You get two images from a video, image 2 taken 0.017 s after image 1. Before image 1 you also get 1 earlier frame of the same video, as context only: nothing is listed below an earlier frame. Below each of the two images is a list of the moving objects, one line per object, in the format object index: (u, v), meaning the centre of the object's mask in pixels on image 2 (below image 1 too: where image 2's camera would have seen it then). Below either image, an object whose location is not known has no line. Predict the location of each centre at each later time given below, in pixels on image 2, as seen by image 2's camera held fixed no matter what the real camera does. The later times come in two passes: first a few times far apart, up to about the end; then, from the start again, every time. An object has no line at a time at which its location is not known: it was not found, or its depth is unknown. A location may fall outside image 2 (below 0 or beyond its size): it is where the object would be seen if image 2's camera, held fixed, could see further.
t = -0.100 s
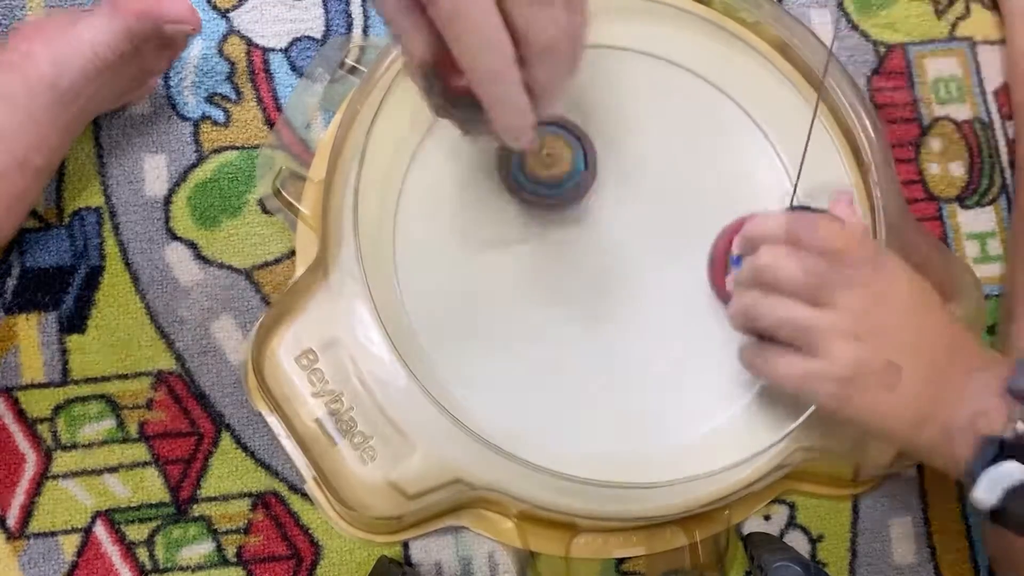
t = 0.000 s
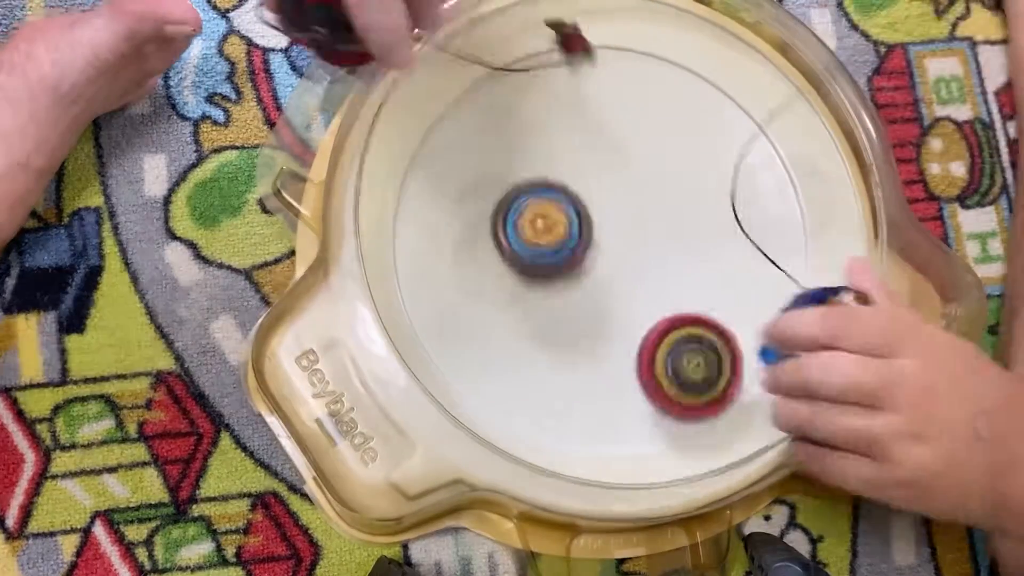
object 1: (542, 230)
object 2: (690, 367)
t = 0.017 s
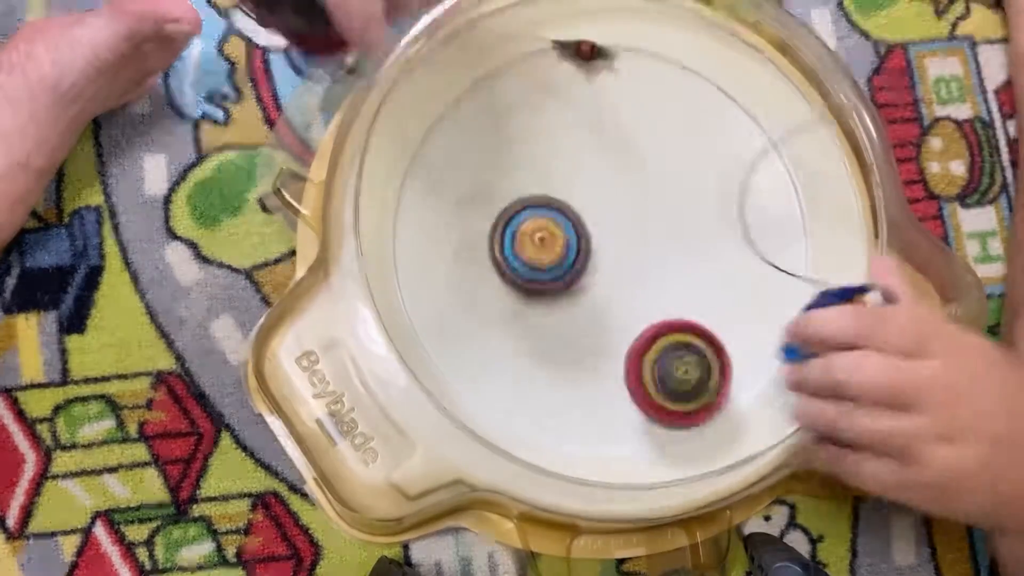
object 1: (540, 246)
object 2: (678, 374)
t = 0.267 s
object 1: (518, 315)
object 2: (689, 453)
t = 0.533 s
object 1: (592, 259)
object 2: (782, 177)
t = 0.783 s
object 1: (457, 240)
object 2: (515, 17)
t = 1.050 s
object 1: (660, 328)
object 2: (539, 192)
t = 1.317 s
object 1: (785, 112)
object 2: (438, 191)
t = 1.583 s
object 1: (452, 133)
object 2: (553, 340)
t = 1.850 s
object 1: (642, 460)
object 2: (703, 179)
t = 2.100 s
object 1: (821, 190)
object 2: (584, 46)
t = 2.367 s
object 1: (505, 36)
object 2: (462, 216)
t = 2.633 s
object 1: (501, 412)
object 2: (666, 331)
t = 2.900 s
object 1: (824, 248)
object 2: (763, 133)
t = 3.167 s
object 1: (646, 121)
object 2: (527, 69)
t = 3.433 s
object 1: (673, 344)
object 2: (455, 386)
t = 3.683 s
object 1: (826, 246)
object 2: (803, 356)
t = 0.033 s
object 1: (537, 265)
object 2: (665, 381)
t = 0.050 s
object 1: (535, 284)
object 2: (651, 389)
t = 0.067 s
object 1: (540, 302)
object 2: (638, 394)
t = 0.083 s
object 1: (544, 318)
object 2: (628, 395)
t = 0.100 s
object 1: (543, 318)
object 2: (628, 408)
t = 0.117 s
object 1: (536, 313)
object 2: (635, 418)
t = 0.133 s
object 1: (529, 308)
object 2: (641, 427)
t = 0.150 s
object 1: (521, 305)
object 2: (645, 435)
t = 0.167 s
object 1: (517, 302)
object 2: (649, 446)
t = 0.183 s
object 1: (516, 300)
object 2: (654, 452)
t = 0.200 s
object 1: (516, 300)
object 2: (661, 455)
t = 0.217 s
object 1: (516, 303)
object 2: (668, 457)
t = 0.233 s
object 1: (515, 307)
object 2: (674, 458)
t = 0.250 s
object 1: (515, 310)
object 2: (681, 456)
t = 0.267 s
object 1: (518, 315)
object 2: (689, 453)
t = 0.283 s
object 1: (521, 320)
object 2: (697, 447)
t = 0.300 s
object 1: (525, 325)
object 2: (706, 441)
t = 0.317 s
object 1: (530, 329)
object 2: (714, 432)
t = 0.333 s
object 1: (537, 333)
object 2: (723, 421)
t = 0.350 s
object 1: (544, 335)
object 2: (732, 410)
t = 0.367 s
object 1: (551, 336)
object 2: (742, 396)
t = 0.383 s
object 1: (559, 336)
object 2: (750, 381)
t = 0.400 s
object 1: (568, 333)
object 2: (756, 364)
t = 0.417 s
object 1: (577, 329)
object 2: (763, 345)
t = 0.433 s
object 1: (584, 323)
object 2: (769, 323)
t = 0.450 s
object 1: (589, 314)
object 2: (775, 300)
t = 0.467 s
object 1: (594, 304)
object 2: (779, 277)
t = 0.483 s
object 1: (596, 294)
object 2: (783, 252)
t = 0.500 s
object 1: (597, 282)
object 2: (786, 227)
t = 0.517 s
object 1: (596, 271)
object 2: (787, 202)
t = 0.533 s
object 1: (592, 259)
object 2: (782, 177)
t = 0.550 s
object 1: (588, 247)
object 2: (774, 155)
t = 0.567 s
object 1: (582, 236)
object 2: (765, 131)
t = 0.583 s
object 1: (574, 227)
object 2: (753, 107)
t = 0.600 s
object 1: (565, 217)
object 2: (740, 85)
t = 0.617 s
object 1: (555, 210)
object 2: (725, 64)
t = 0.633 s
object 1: (544, 204)
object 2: (708, 45)
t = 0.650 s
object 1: (534, 201)
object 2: (685, 35)
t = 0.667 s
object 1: (521, 198)
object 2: (661, 29)
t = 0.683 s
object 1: (509, 197)
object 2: (635, 24)
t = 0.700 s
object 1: (498, 199)
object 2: (609, 19)
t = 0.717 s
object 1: (488, 203)
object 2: (581, 15)
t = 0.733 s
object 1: (477, 210)
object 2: (555, 13)
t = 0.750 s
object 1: (469, 219)
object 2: (526, 11)
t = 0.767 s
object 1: (461, 229)
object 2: (513, 14)
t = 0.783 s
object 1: (457, 240)
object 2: (515, 17)
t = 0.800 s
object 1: (455, 254)
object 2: (517, 22)
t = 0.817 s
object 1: (456, 268)
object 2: (518, 28)
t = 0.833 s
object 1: (459, 280)
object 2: (521, 33)
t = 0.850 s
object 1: (464, 293)
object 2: (523, 41)
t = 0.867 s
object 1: (474, 304)
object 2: (525, 51)
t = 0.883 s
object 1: (485, 313)
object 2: (529, 69)
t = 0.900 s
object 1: (497, 320)
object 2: (532, 87)
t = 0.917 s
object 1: (511, 324)
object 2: (535, 103)
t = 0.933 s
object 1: (526, 327)
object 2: (539, 123)
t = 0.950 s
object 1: (543, 326)
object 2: (542, 141)
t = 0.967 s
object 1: (561, 323)
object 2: (547, 161)
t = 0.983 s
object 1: (578, 317)
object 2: (550, 180)
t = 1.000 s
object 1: (595, 308)
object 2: (553, 199)
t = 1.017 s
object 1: (613, 304)
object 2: (554, 212)
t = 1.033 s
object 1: (636, 317)
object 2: (546, 202)
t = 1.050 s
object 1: (660, 328)
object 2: (539, 192)
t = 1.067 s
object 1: (684, 334)
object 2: (531, 183)
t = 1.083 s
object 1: (705, 337)
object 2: (523, 175)
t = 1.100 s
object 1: (725, 336)
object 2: (516, 169)
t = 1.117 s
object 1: (744, 330)
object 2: (508, 163)
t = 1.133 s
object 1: (762, 322)
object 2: (501, 159)
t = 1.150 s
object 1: (778, 310)
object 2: (494, 156)
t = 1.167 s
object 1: (791, 294)
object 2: (487, 154)
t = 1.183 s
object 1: (801, 274)
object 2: (480, 154)
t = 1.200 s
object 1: (810, 253)
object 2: (473, 155)
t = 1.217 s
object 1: (815, 233)
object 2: (467, 157)
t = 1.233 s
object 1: (816, 209)
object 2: (461, 159)
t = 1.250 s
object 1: (815, 187)
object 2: (456, 164)
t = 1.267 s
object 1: (812, 167)
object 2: (451, 169)
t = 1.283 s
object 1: (806, 147)
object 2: (446, 176)
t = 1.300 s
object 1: (797, 129)
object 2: (441, 183)
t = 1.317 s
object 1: (785, 112)
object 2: (438, 191)
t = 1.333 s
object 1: (770, 95)
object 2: (435, 201)
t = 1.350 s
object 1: (755, 80)
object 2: (433, 211)
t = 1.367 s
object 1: (738, 67)
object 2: (431, 223)
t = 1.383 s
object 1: (720, 57)
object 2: (431, 235)
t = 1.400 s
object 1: (698, 49)
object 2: (432, 248)
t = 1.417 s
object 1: (675, 44)
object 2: (435, 262)
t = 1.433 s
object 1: (652, 43)
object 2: (440, 275)
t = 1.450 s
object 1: (626, 41)
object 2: (447, 287)
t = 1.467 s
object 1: (600, 43)
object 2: (455, 299)
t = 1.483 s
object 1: (573, 44)
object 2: (465, 309)
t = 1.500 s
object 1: (546, 49)
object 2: (478, 318)
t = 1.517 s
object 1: (521, 59)
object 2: (492, 326)
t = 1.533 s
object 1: (502, 72)
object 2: (507, 332)
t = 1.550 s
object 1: (483, 89)
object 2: (522, 336)
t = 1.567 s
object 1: (466, 110)
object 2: (537, 339)
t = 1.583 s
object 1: (452, 133)
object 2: (553, 340)
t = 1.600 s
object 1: (440, 157)
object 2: (570, 338)
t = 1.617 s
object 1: (432, 184)
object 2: (585, 335)
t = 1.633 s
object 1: (429, 211)
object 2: (601, 330)
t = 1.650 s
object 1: (427, 239)
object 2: (615, 324)
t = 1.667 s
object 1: (429, 267)
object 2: (629, 316)
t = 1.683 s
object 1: (436, 295)
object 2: (641, 307)
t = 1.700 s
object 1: (445, 321)
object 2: (654, 297)
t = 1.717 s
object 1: (457, 347)
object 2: (665, 286)
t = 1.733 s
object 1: (475, 372)
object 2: (674, 274)
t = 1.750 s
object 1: (495, 393)
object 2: (682, 262)
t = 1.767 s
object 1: (516, 413)
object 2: (689, 249)
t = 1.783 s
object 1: (542, 428)
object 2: (694, 235)
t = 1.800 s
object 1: (568, 443)
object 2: (699, 220)
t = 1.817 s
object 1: (593, 454)
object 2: (701, 207)
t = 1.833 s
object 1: (618, 461)
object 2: (703, 193)
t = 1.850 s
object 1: (642, 460)
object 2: (703, 179)
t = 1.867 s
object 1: (668, 455)
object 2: (701, 166)
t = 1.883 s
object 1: (692, 448)
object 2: (699, 152)
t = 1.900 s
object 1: (715, 438)
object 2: (696, 140)
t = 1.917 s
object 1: (738, 425)
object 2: (691, 127)
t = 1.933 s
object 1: (757, 409)
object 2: (686, 115)
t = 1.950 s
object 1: (775, 393)
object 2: (679, 104)
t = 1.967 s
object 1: (793, 374)
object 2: (672, 93)
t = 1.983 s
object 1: (805, 353)
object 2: (663, 83)
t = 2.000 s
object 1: (815, 331)
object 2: (654, 74)
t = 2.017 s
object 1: (823, 309)
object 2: (644, 66)
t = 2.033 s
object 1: (828, 287)
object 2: (633, 59)
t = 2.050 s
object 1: (828, 262)
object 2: (622, 53)
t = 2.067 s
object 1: (829, 237)
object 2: (610, 48)
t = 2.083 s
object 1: (826, 213)
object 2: (597, 46)
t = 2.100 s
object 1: (821, 190)
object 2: (584, 46)
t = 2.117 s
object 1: (813, 167)
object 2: (571, 47)
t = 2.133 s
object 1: (802, 146)
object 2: (557, 51)
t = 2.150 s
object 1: (790, 122)
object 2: (544, 56)
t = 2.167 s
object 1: (775, 102)
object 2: (531, 62)
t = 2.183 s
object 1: (759, 83)
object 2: (519, 69)
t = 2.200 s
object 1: (740, 65)
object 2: (507, 77)
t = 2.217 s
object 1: (720, 52)
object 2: (496, 86)
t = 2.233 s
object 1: (698, 41)
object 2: (486, 96)
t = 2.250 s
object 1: (675, 35)
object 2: (477, 108)
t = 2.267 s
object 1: (651, 31)
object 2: (470, 122)
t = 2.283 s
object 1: (627, 28)
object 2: (465, 137)
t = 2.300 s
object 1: (602, 27)
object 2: (461, 152)
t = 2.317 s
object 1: (577, 27)
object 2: (458, 168)
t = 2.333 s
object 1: (552, 28)
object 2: (458, 184)
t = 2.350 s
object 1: (528, 32)
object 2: (459, 200)
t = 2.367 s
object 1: (505, 36)
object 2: (462, 216)
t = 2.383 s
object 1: (486, 44)
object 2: (468, 232)
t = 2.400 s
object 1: (465, 57)
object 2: (474, 248)
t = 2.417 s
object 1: (450, 78)
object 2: (483, 263)
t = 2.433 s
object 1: (435, 99)
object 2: (493, 276)
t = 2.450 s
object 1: (422, 121)
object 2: (504, 288)
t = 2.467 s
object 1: (411, 145)
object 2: (517, 299)
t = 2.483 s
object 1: (405, 170)
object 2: (530, 309)
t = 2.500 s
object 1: (400, 198)
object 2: (545, 317)
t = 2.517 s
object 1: (400, 226)
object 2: (560, 325)
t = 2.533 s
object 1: (402, 257)
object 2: (574, 330)
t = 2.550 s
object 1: (408, 288)
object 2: (590, 334)
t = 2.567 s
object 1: (420, 316)
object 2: (605, 336)
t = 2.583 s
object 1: (436, 342)
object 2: (620, 337)
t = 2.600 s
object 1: (455, 366)
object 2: (636, 336)
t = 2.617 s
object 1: (475, 392)
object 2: (651, 334)
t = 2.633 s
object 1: (501, 412)
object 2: (666, 331)
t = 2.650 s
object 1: (529, 426)
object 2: (680, 327)
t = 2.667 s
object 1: (559, 436)
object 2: (694, 321)
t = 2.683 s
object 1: (590, 442)
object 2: (706, 314)
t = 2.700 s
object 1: (621, 443)
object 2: (718, 306)
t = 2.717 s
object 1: (652, 441)
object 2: (728, 297)
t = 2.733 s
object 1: (681, 432)
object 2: (738, 287)
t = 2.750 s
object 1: (708, 419)
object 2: (747, 276)
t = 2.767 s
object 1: (733, 402)
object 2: (754, 265)
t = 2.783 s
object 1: (756, 385)
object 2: (761, 254)
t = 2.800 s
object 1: (775, 364)
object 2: (766, 242)
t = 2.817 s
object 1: (790, 340)
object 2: (770, 229)
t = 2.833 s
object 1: (802, 314)
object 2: (772, 217)
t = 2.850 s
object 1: (809, 288)
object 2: (772, 202)
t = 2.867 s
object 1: (815, 271)
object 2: (771, 181)
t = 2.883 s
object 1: (820, 259)
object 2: (768, 156)
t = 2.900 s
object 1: (824, 248)
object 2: (763, 133)
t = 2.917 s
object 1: (828, 236)
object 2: (754, 112)
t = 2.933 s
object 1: (830, 224)
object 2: (743, 90)
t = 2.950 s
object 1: (830, 212)
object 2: (731, 72)
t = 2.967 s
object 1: (826, 200)
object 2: (719, 55)
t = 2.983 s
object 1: (819, 189)
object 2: (706, 44)
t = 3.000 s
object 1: (811, 178)
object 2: (689, 39)
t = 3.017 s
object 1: (801, 169)
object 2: (672, 36)
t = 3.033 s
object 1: (790, 159)
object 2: (654, 34)
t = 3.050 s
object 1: (777, 150)
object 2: (637, 34)
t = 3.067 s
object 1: (761, 141)
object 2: (621, 34)
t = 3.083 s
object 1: (743, 132)
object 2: (605, 35)
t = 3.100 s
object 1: (724, 125)
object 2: (589, 37)
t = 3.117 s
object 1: (705, 120)
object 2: (574, 41)
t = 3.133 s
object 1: (685, 118)
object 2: (558, 47)
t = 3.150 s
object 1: (666, 118)
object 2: (542, 56)
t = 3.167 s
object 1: (646, 121)
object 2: (527, 69)
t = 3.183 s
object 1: (625, 127)
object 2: (513, 83)
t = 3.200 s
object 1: (607, 135)
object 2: (500, 98)
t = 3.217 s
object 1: (588, 145)
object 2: (490, 113)
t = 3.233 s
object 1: (589, 167)
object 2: (466, 123)
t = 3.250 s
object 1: (590, 189)
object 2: (439, 130)
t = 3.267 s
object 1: (591, 209)
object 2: (416, 142)
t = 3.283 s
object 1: (594, 229)
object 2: (399, 157)
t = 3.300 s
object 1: (598, 247)
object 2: (389, 176)
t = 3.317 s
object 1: (603, 263)
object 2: (386, 200)
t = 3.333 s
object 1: (608, 276)
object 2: (387, 225)
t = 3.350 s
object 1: (615, 288)
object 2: (391, 252)
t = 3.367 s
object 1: (623, 298)
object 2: (396, 279)
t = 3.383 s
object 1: (633, 311)
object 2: (405, 305)
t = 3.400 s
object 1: (646, 324)
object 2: (419, 333)
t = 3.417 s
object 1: (660, 335)
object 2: (435, 360)
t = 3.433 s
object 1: (673, 344)
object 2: (455, 386)
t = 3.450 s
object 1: (687, 350)
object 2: (464, 429)
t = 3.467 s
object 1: (701, 354)
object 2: (487, 446)
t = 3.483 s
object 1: (715, 357)
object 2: (516, 445)
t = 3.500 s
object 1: (729, 360)
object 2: (546, 443)
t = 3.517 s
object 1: (744, 360)
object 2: (575, 441)
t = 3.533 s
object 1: (758, 358)
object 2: (606, 437)
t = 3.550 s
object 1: (770, 354)
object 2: (638, 434)
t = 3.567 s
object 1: (779, 349)
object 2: (671, 426)
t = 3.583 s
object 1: (785, 337)
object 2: (704, 416)
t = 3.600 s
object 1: (795, 319)
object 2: (727, 407)
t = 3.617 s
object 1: (807, 300)
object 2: (744, 401)
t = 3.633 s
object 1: (816, 282)
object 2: (761, 389)
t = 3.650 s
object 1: (821, 269)
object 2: (776, 378)
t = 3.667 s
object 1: (825, 256)
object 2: (789, 367)
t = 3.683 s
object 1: (826, 246)
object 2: (803, 356)
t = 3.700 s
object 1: (826, 238)
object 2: (814, 346)
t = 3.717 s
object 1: (827, 228)
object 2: (815, 334)
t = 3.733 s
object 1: (825, 219)
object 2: (828, 328)
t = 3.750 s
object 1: (822, 210)
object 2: (833, 320)
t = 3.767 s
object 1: (817, 197)
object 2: (835, 313)
